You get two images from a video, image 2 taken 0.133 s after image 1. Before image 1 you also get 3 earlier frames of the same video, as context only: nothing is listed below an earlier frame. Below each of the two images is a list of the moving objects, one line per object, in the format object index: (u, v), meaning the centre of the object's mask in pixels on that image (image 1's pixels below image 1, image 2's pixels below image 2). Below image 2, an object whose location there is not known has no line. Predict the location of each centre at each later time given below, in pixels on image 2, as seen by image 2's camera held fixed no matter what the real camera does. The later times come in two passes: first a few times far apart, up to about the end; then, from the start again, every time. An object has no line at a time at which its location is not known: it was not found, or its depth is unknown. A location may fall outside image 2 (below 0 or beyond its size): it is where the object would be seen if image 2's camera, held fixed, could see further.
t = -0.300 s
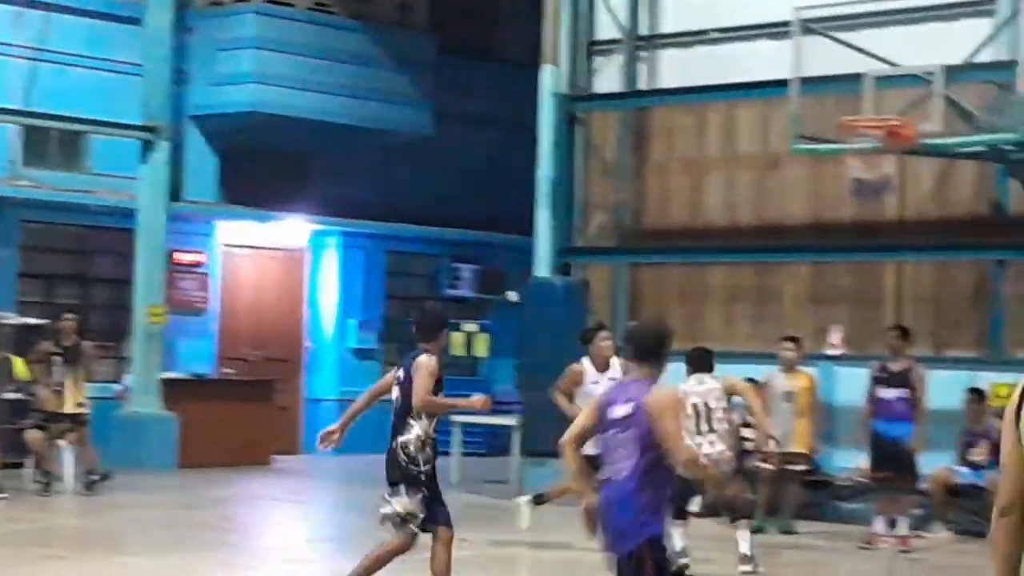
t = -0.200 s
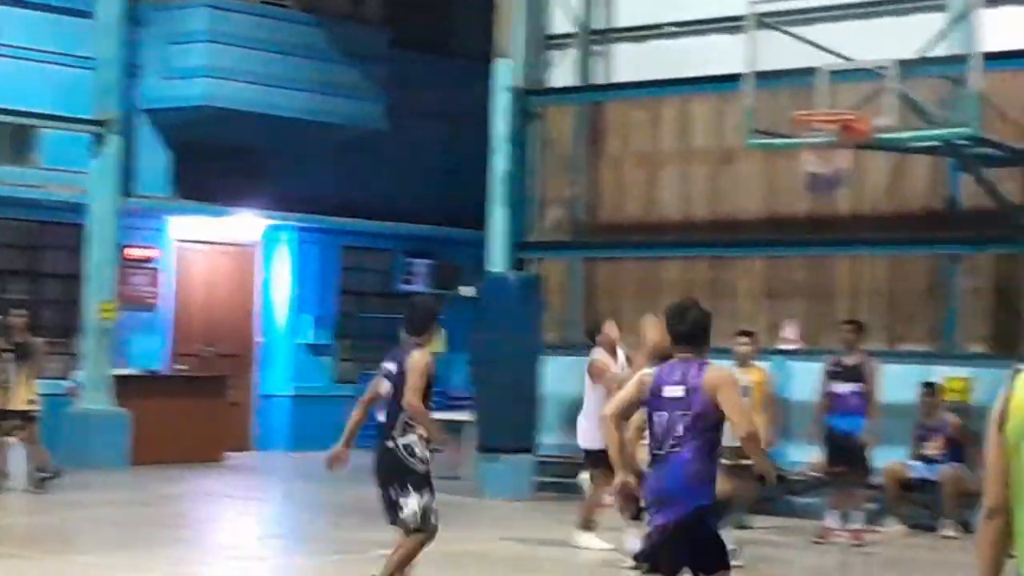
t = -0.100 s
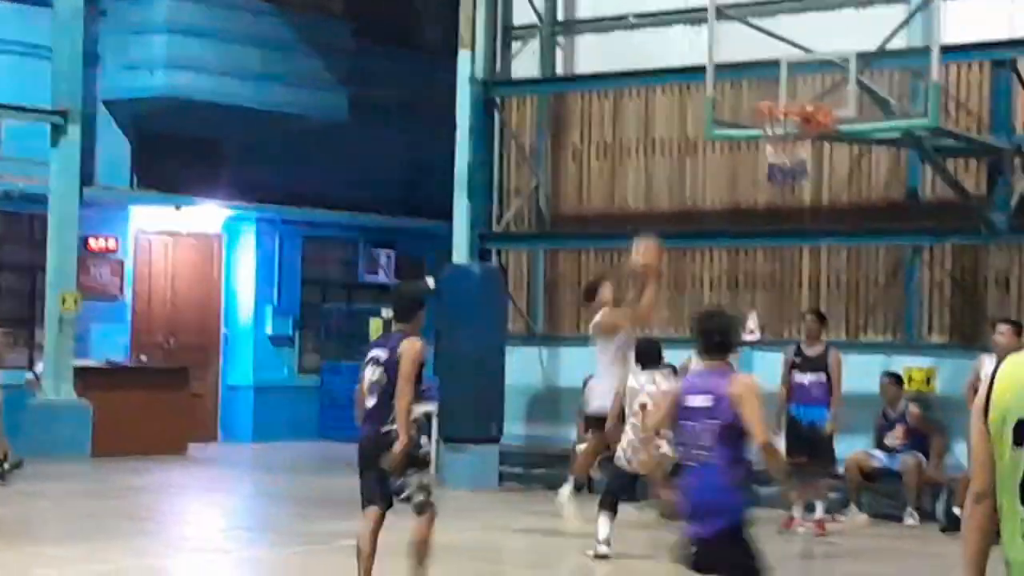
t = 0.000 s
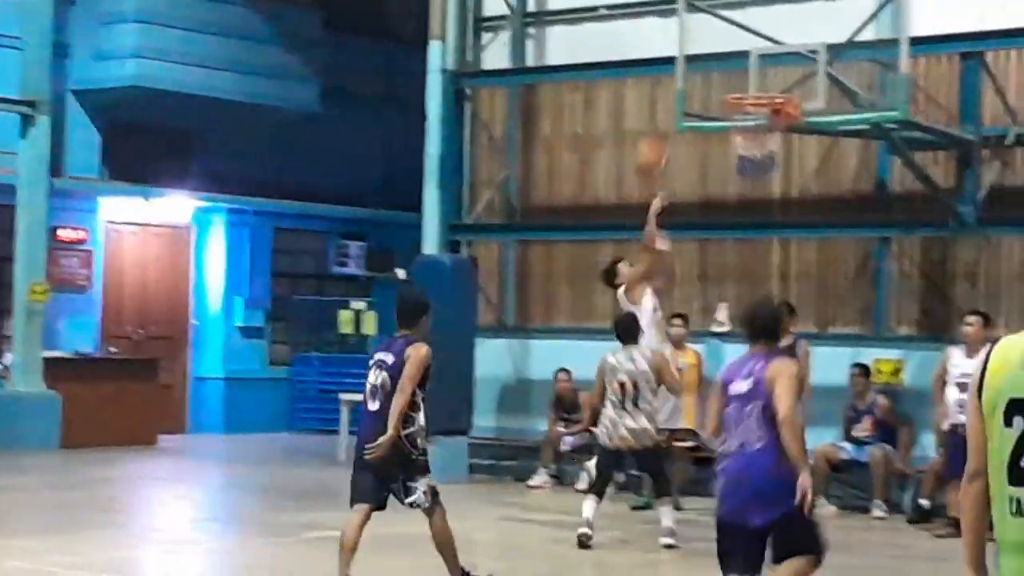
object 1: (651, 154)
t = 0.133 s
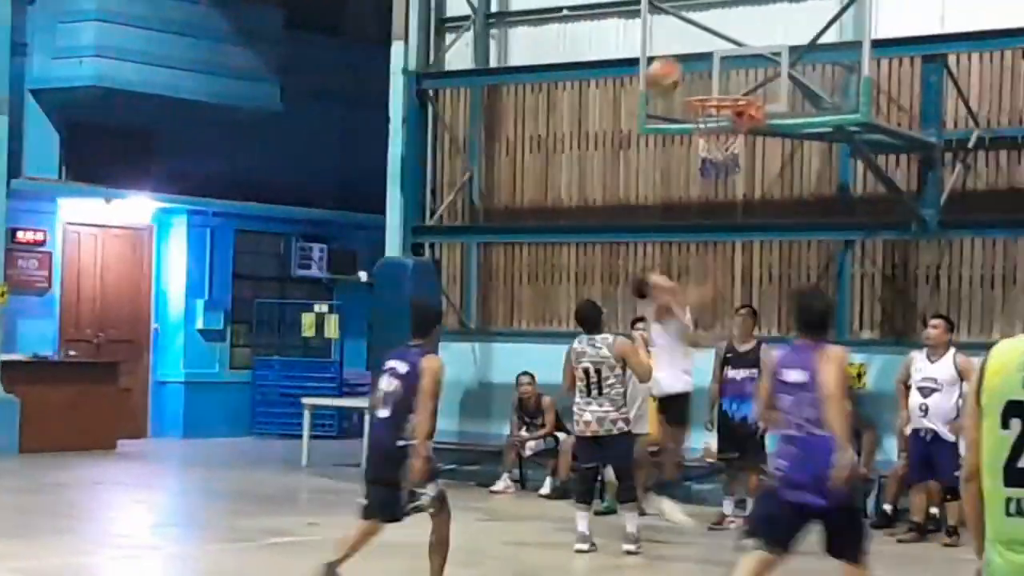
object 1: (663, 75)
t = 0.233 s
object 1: (691, 47)
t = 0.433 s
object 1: (718, 58)
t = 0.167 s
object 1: (673, 65)
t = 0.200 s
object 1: (682, 54)
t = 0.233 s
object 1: (691, 47)
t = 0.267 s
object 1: (695, 43)
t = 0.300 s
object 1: (703, 43)
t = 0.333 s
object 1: (707, 43)
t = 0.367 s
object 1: (711, 48)
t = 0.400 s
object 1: (715, 52)
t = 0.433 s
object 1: (718, 58)
